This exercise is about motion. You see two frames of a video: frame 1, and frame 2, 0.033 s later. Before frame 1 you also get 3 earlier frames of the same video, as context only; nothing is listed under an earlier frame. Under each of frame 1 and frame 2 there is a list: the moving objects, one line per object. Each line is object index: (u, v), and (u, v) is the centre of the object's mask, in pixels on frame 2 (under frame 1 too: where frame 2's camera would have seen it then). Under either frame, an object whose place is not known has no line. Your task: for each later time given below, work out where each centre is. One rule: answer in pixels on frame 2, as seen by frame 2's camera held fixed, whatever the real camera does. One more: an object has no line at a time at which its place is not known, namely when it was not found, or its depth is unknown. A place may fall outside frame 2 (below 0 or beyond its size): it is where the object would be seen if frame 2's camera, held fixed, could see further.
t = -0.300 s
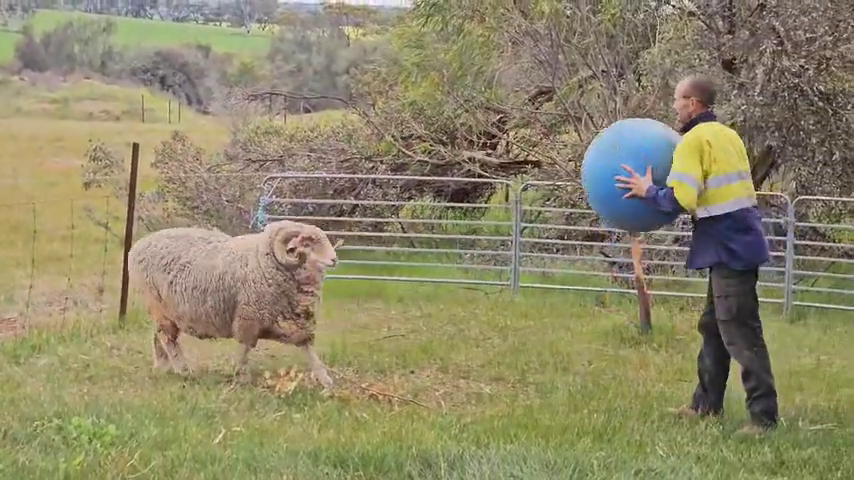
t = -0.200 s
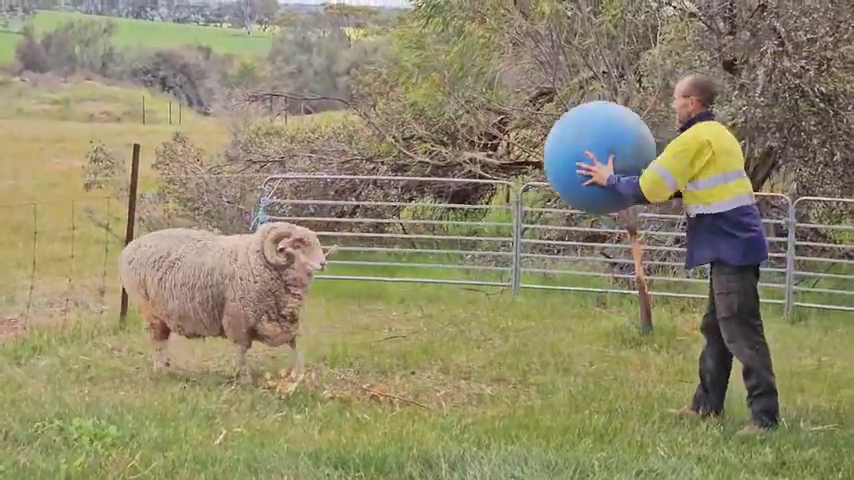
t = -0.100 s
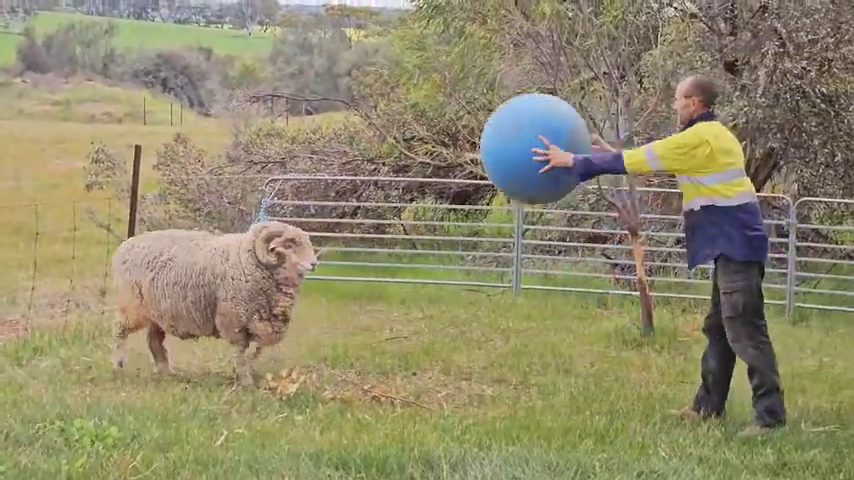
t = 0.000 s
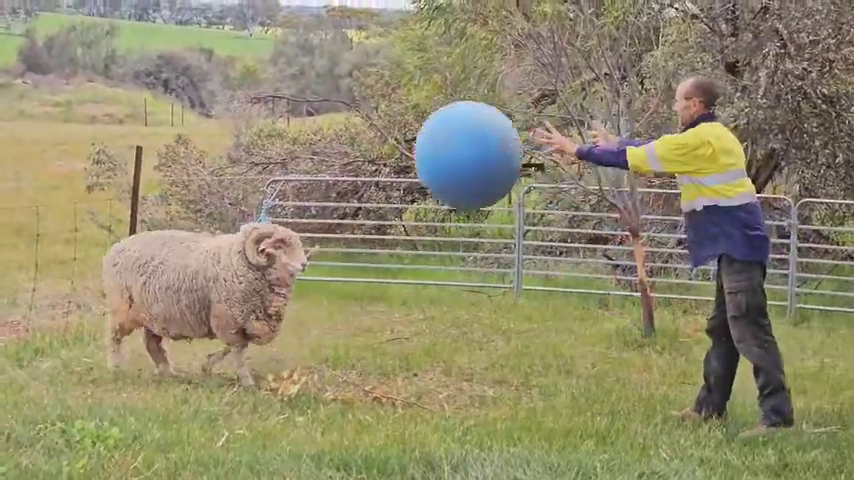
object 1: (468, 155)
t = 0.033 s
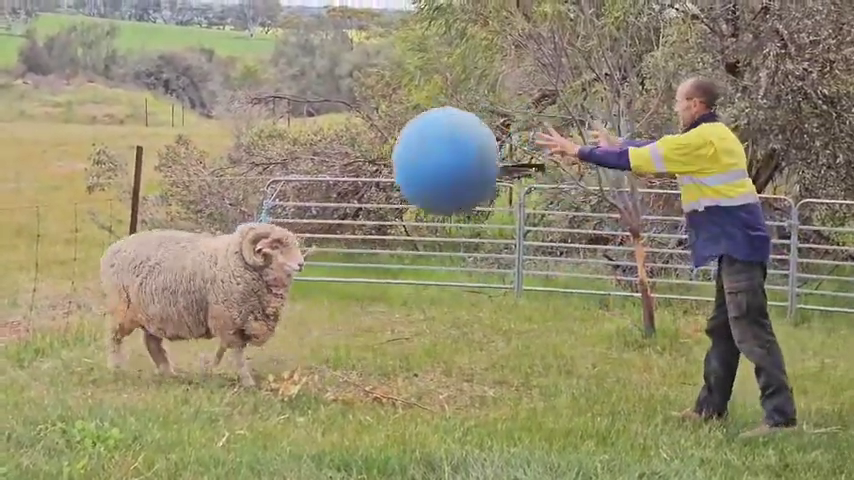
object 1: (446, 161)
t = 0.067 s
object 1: (424, 168)
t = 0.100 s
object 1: (403, 177)
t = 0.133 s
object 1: (381, 187)
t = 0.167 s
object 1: (360, 200)
